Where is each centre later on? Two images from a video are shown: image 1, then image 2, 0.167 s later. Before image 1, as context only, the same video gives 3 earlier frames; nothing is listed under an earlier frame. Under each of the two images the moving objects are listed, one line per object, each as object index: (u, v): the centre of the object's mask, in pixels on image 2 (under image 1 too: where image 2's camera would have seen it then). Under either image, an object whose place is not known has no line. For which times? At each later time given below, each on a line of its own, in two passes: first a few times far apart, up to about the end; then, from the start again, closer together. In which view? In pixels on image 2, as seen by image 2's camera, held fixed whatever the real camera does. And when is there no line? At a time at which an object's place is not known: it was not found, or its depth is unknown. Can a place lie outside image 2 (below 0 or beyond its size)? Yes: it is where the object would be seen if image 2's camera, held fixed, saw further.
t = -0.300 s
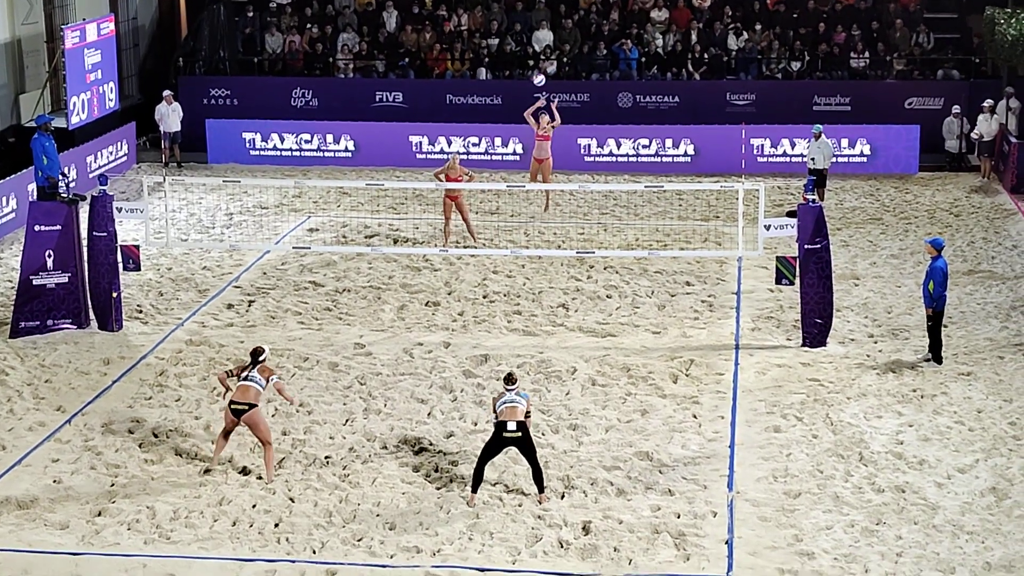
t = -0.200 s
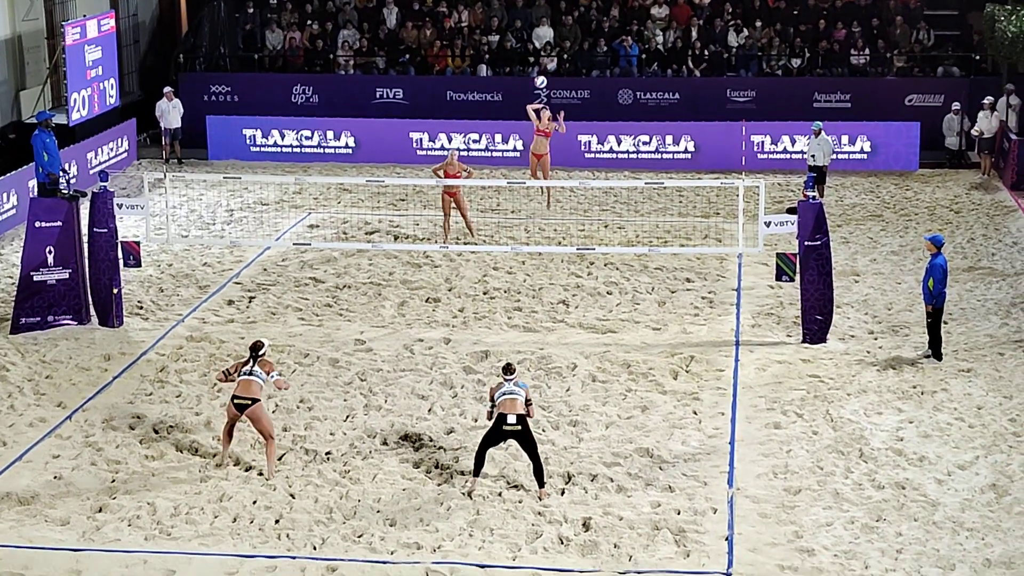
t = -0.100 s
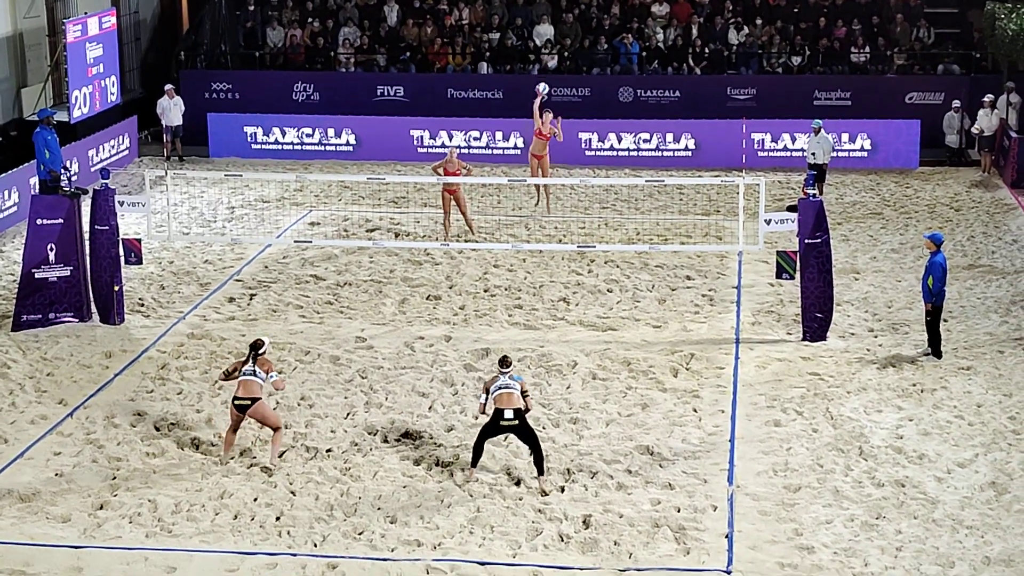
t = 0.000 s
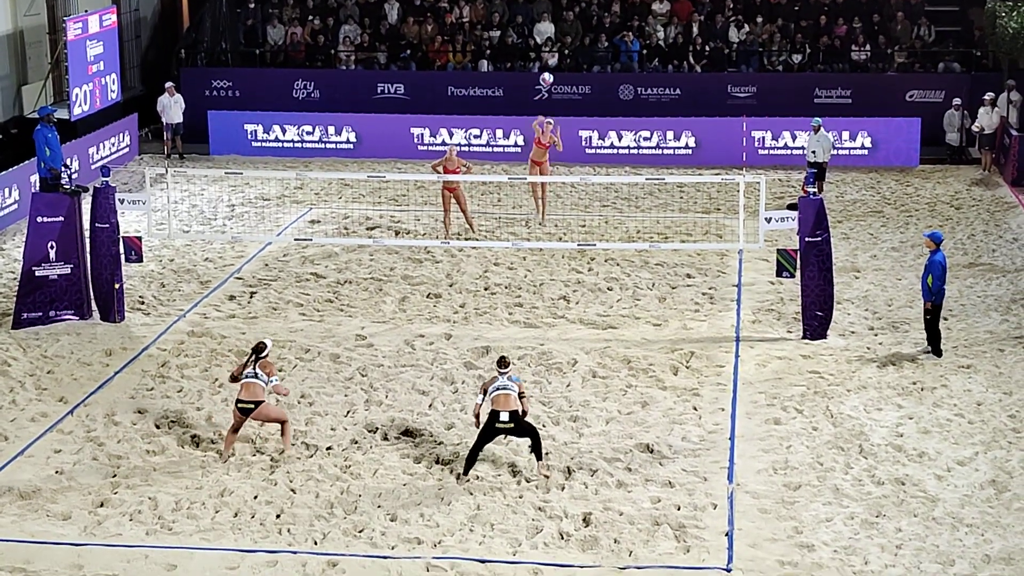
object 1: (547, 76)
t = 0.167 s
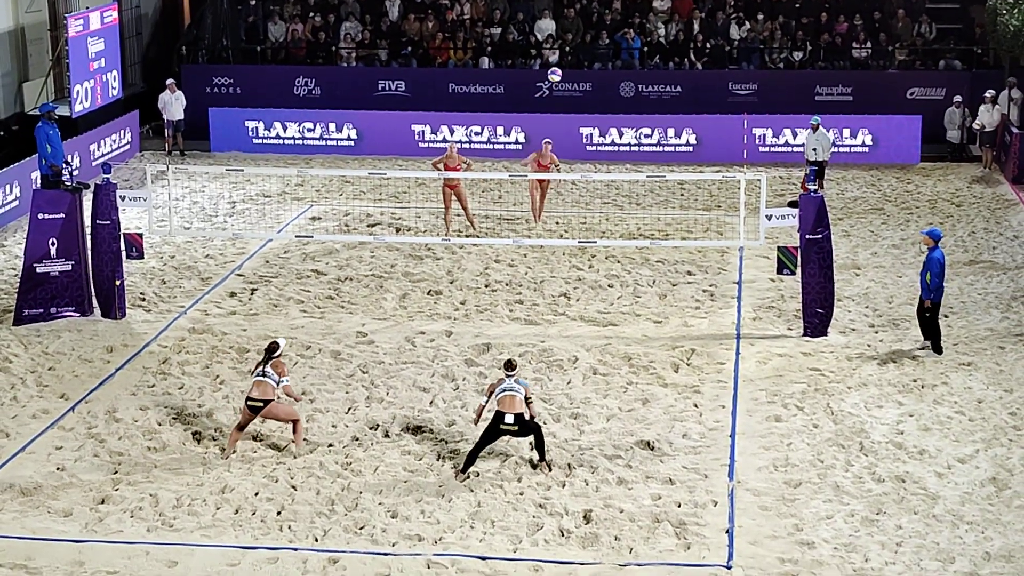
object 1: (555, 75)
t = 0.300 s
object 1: (559, 83)
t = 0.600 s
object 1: (565, 148)
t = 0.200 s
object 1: (556, 76)
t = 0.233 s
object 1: (557, 78)
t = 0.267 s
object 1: (558, 80)
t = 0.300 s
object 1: (559, 83)
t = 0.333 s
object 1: (560, 87)
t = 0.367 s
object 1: (561, 91)
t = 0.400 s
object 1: (562, 96)
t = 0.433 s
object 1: (562, 102)
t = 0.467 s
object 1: (563, 109)
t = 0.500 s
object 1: (563, 117)
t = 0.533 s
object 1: (564, 126)
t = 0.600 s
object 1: (565, 148)
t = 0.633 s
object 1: (565, 159)
